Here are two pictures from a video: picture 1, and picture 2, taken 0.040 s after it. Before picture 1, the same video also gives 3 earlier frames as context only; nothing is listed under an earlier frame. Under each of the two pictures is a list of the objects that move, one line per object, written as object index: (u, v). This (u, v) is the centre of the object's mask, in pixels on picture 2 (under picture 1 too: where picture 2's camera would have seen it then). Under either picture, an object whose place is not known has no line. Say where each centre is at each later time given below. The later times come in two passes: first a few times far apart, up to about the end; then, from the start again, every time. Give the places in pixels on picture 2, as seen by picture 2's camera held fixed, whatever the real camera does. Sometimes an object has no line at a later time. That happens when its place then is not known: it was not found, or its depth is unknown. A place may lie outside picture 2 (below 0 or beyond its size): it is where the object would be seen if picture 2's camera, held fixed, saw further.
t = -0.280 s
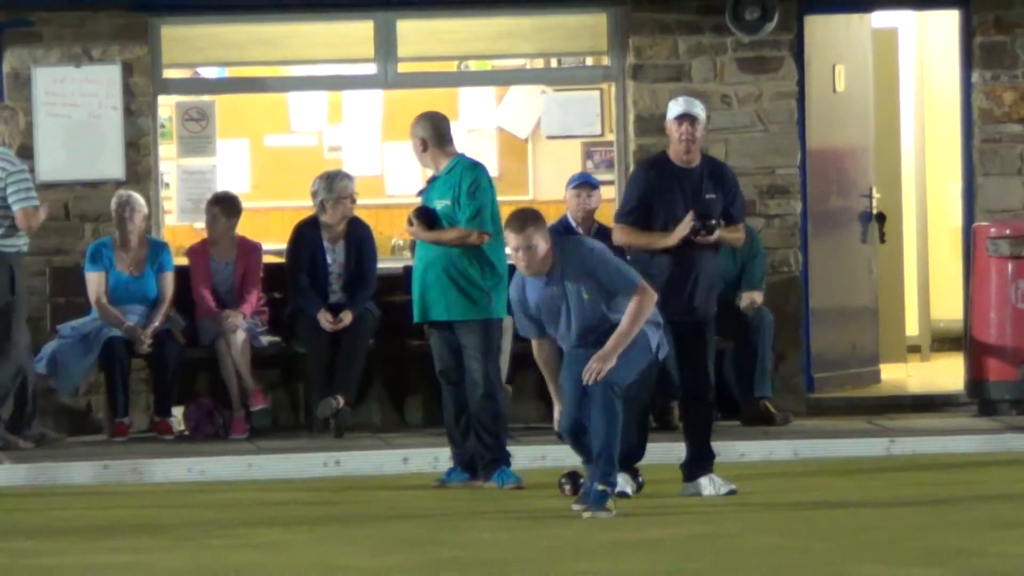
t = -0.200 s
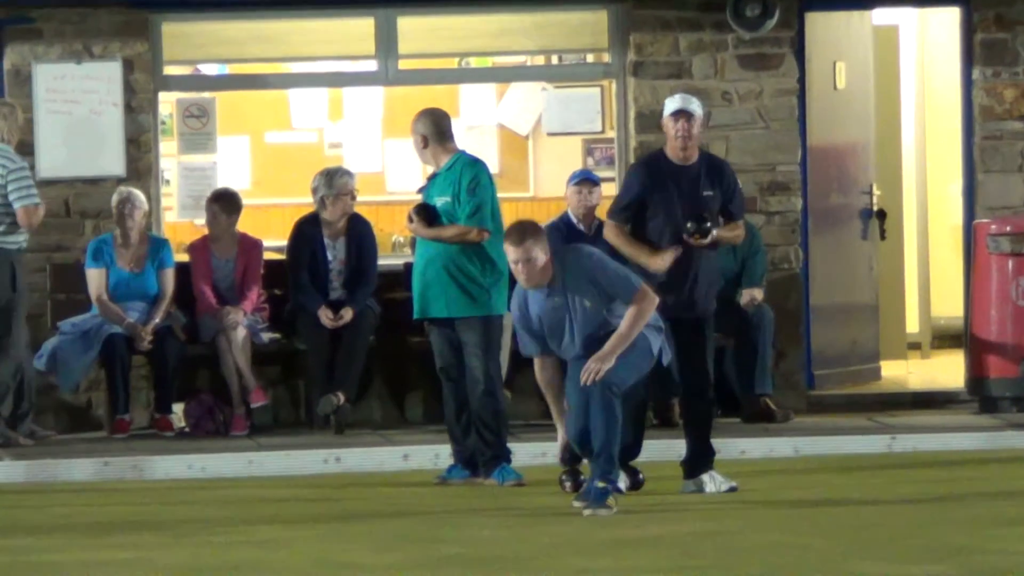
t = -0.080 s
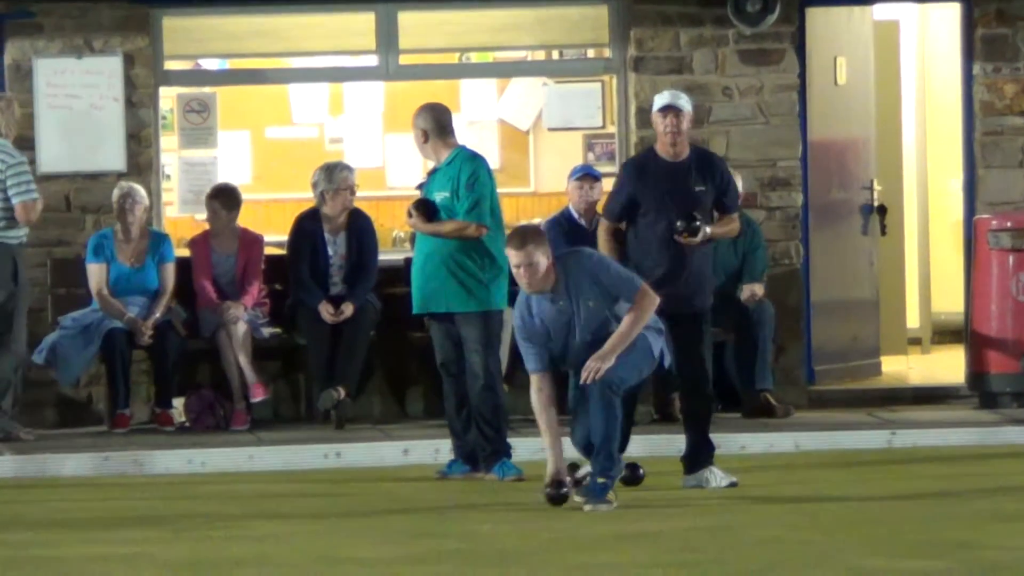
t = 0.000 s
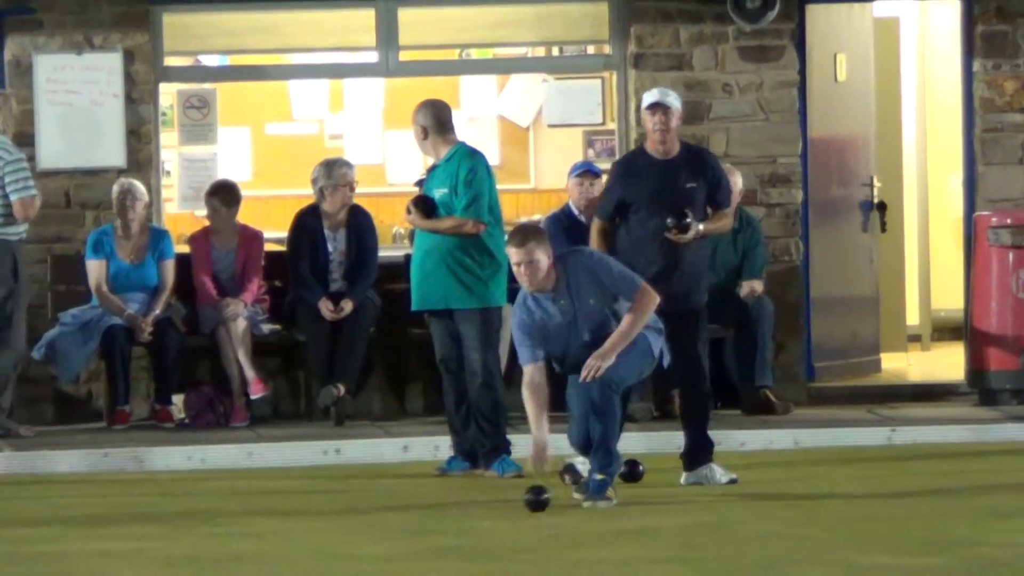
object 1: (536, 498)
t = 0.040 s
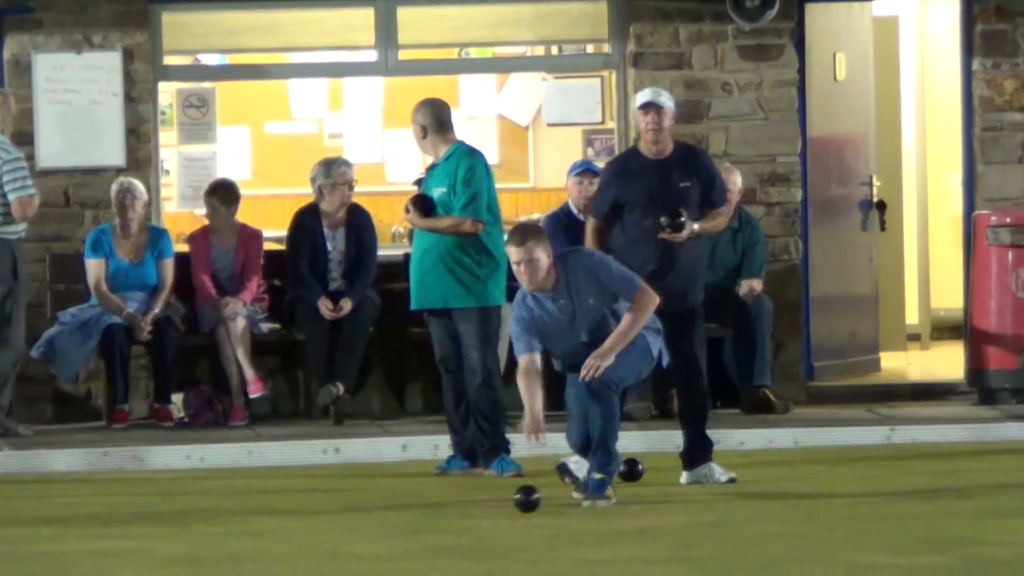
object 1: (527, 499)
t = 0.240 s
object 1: (483, 516)
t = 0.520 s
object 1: (431, 537)
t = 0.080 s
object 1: (517, 503)
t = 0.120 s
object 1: (509, 505)
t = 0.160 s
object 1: (500, 509)
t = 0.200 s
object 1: (491, 511)
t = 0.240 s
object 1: (483, 516)
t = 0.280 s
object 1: (475, 519)
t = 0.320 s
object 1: (468, 522)
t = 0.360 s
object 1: (460, 525)
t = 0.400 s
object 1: (453, 527)
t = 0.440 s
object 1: (446, 531)
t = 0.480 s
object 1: (438, 534)
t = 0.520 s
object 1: (431, 537)
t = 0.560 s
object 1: (425, 539)
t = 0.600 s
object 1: (418, 542)
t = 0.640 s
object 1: (411, 546)
